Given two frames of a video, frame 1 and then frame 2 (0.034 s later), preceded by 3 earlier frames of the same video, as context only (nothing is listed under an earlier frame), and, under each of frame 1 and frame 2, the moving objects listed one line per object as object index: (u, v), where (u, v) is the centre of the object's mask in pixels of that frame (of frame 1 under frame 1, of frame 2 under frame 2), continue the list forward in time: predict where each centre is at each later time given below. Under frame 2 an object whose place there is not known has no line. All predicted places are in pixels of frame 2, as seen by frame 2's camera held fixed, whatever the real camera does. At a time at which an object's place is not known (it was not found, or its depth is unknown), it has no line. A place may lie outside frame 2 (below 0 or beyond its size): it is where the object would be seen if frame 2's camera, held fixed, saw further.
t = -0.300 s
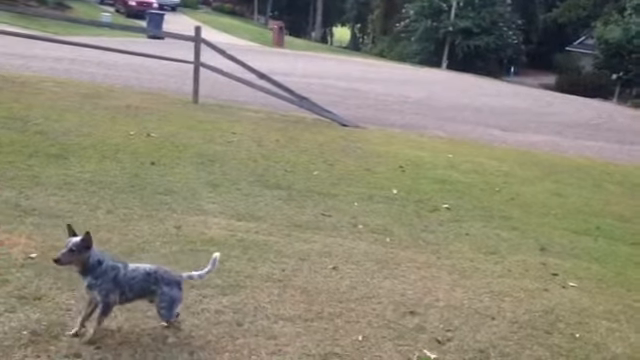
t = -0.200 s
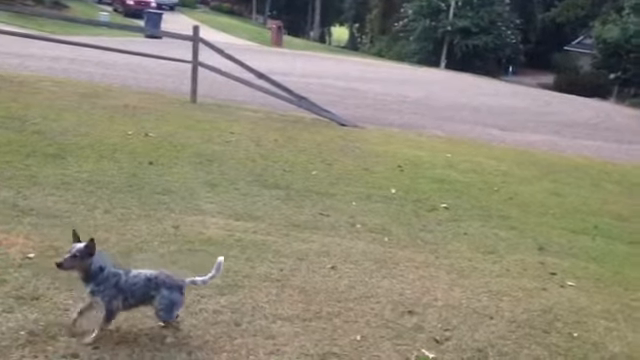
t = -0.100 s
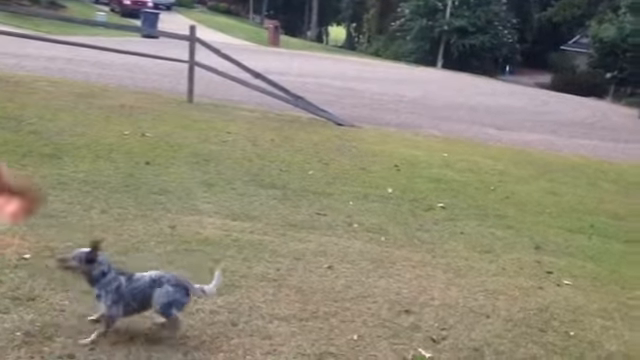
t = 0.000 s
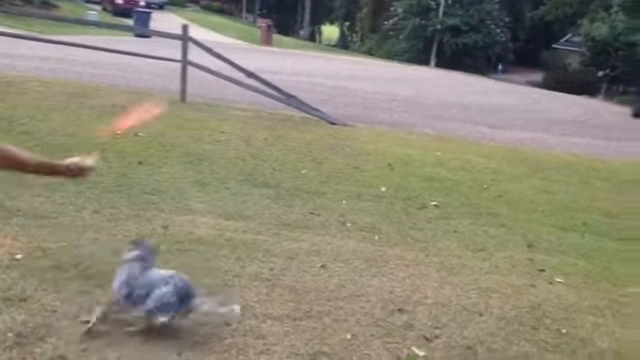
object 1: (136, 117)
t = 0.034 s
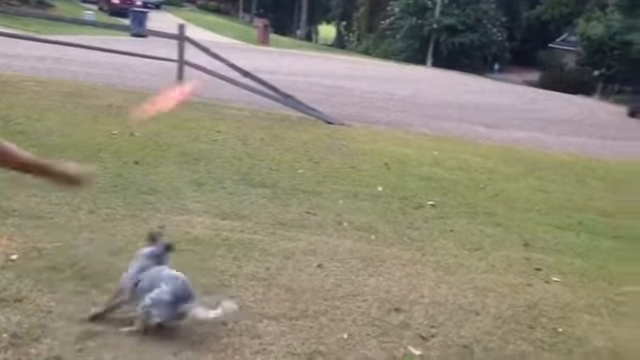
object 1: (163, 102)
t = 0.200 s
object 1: (388, 10)
